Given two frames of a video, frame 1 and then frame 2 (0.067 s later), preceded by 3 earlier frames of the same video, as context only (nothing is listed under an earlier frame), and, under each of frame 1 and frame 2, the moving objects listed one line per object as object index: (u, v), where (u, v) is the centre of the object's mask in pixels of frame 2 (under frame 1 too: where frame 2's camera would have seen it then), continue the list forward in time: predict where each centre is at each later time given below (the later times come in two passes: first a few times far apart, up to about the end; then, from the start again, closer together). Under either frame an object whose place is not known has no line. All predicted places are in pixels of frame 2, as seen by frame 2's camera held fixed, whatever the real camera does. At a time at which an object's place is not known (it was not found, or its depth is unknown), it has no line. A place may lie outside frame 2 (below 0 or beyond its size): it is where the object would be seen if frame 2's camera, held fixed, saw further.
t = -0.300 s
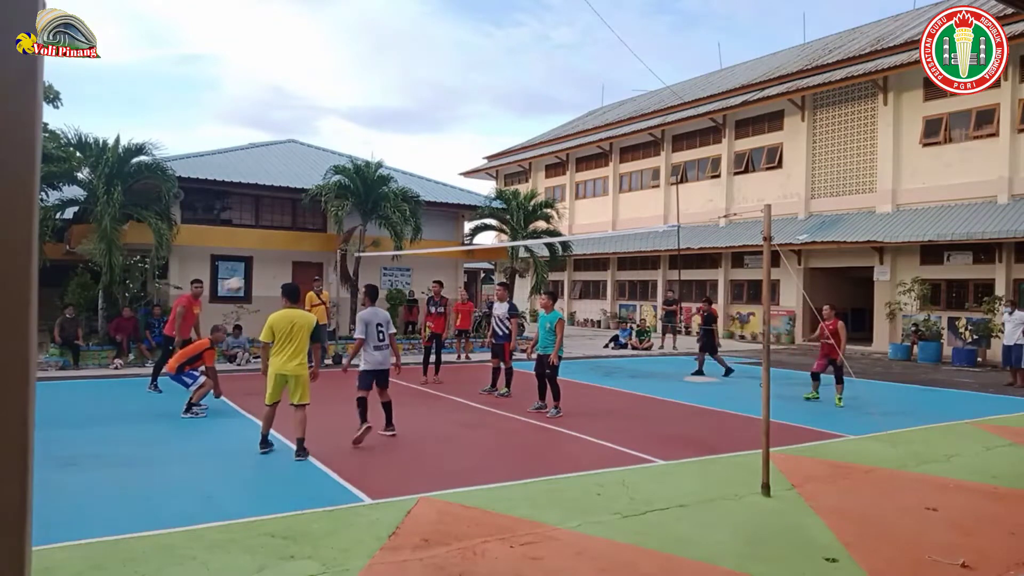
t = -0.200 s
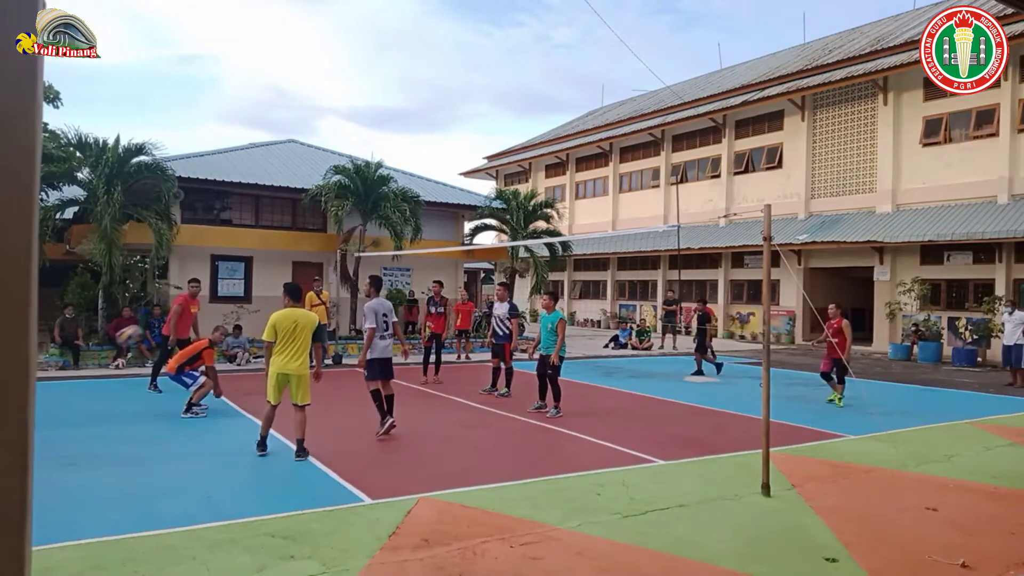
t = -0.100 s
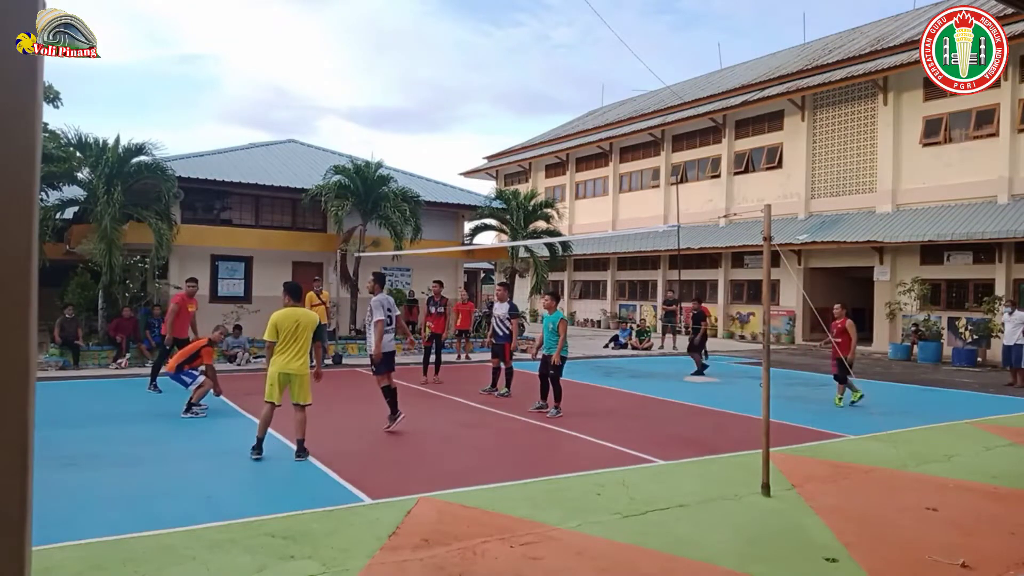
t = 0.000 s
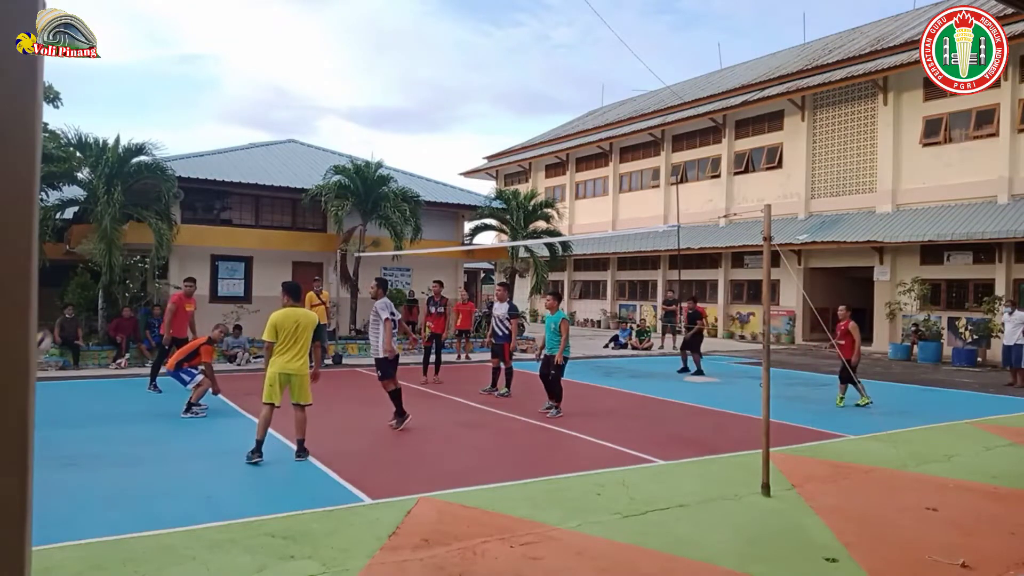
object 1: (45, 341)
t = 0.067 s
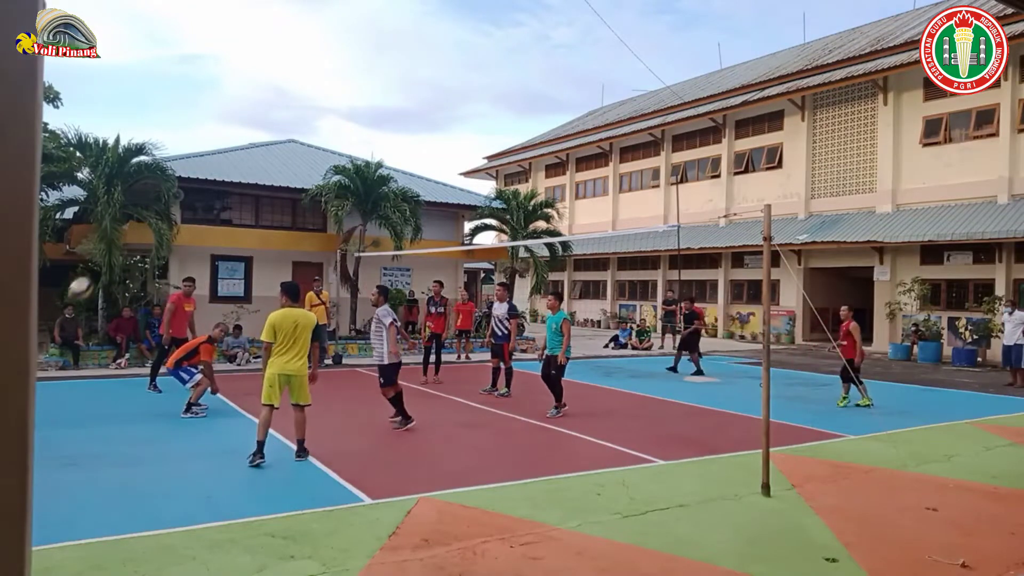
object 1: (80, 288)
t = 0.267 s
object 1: (186, 170)
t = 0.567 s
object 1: (306, 78)
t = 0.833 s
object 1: (388, 62)
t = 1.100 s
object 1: (455, 94)
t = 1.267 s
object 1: (492, 134)
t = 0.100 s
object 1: (99, 264)
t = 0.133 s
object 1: (118, 242)
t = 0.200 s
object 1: (153, 202)
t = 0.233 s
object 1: (170, 185)
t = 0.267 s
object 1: (186, 170)
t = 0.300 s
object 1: (201, 155)
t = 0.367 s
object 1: (230, 129)
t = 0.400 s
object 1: (244, 118)
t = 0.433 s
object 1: (257, 108)
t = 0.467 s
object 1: (270, 99)
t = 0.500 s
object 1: (282, 91)
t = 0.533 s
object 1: (294, 84)
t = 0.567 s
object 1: (306, 78)
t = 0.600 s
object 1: (317, 73)
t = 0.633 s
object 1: (328, 69)
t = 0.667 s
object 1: (339, 66)
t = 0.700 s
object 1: (349, 64)
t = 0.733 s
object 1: (359, 62)
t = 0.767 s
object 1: (369, 61)
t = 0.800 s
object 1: (379, 61)
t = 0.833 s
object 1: (388, 62)
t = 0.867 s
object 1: (397, 64)
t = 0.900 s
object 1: (406, 66)
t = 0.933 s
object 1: (415, 69)
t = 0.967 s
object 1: (423, 73)
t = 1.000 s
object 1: (431, 77)
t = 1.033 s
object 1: (439, 82)
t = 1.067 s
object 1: (448, 88)
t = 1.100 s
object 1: (455, 94)
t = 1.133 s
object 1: (463, 101)
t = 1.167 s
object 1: (470, 108)
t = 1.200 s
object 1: (478, 116)
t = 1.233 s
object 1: (485, 125)
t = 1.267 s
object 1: (492, 134)
